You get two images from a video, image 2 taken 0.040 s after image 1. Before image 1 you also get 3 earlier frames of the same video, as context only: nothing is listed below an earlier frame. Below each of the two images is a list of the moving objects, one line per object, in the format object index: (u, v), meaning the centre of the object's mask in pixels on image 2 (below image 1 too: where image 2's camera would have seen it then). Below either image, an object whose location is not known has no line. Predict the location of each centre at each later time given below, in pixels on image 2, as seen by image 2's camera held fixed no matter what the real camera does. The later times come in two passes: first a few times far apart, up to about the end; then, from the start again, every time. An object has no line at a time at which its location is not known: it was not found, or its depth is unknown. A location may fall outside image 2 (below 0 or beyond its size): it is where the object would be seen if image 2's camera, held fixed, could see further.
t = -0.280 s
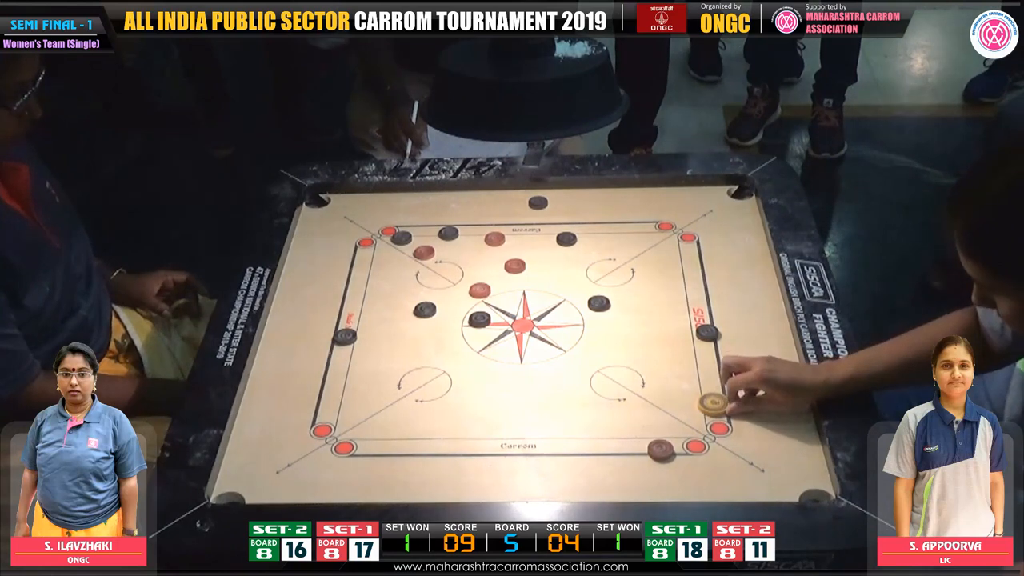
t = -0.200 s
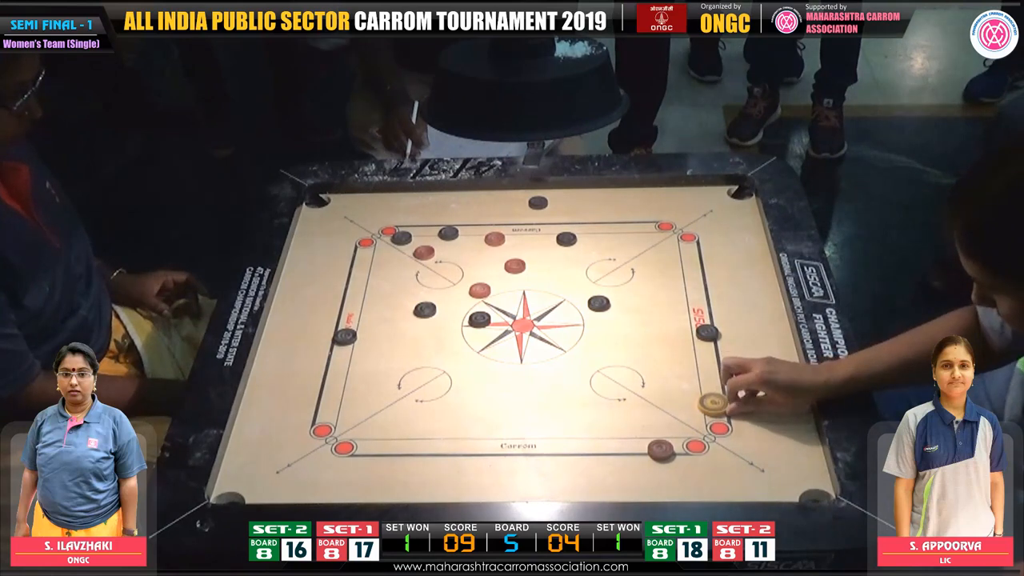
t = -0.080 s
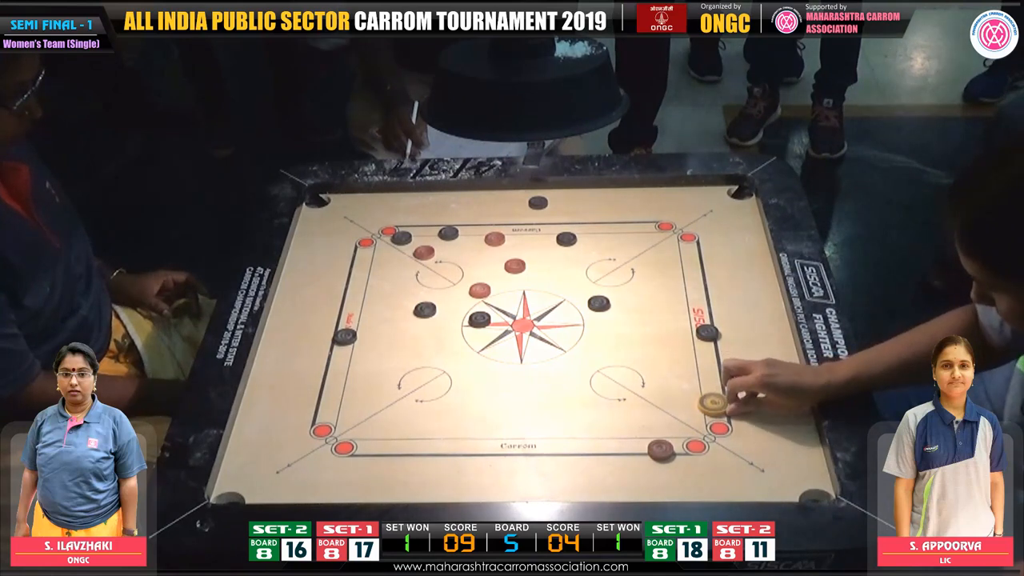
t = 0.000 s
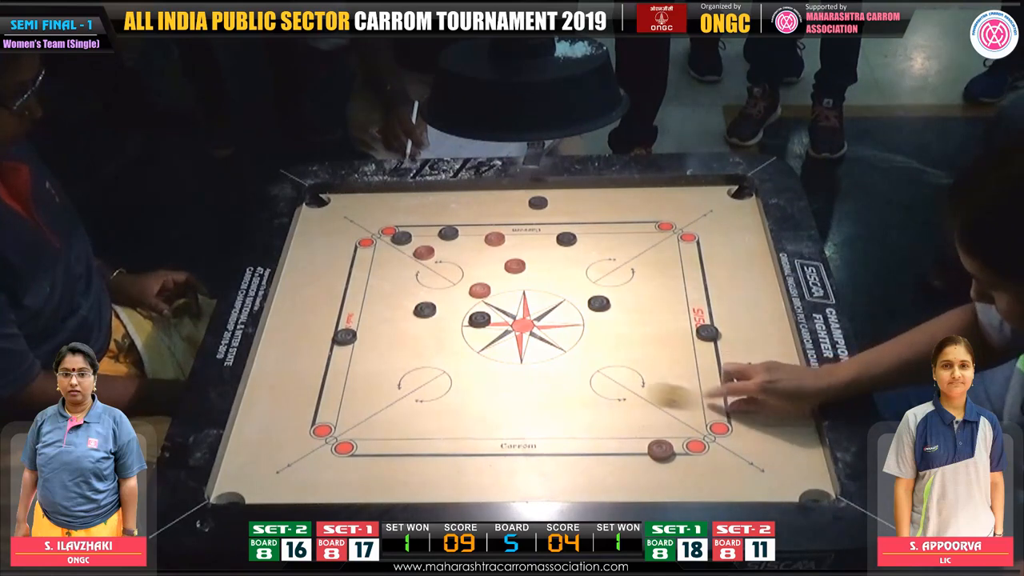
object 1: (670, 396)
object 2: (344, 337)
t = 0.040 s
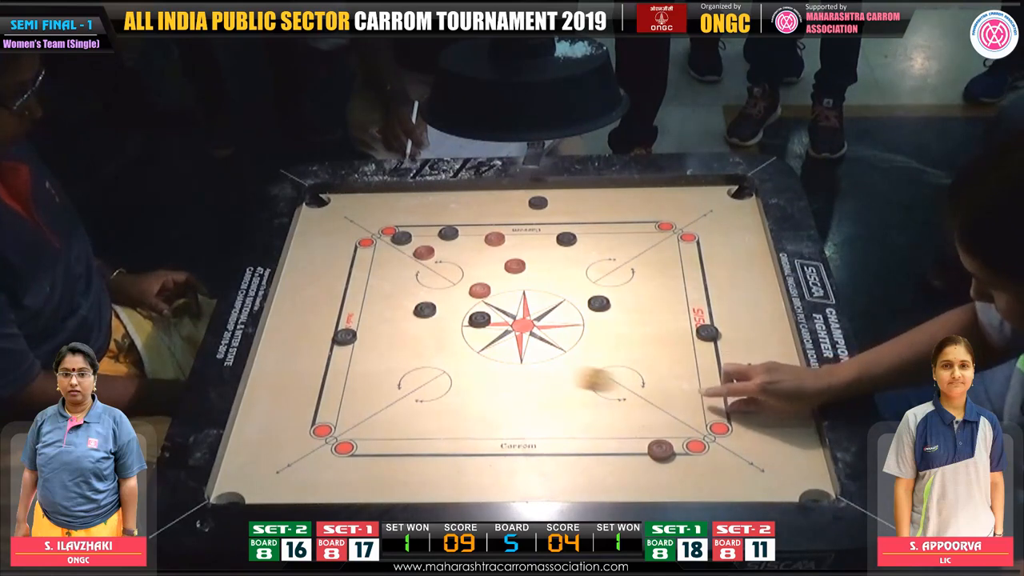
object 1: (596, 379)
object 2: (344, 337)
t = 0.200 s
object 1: (340, 315)
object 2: (302, 349)
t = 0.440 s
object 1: (425, 242)
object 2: (493, 399)
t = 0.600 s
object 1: (455, 235)
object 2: (644, 421)
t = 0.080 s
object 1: (521, 363)
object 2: (344, 337)
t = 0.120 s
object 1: (450, 348)
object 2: (344, 337)
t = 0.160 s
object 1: (387, 333)
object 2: (344, 337)
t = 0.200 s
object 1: (340, 315)
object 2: (302, 349)
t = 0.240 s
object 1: (302, 296)
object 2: (279, 362)
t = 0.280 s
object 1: (310, 280)
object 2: (323, 370)
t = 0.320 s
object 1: (348, 268)
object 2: (367, 378)
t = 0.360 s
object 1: (384, 256)
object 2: (411, 385)
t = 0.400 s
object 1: (409, 248)
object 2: (452, 392)
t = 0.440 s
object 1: (425, 242)
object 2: (493, 399)
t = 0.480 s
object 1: (435, 239)
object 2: (533, 405)
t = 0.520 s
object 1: (442, 238)
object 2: (572, 411)
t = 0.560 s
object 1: (449, 236)
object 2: (609, 417)
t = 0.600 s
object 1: (455, 235)
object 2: (644, 421)
